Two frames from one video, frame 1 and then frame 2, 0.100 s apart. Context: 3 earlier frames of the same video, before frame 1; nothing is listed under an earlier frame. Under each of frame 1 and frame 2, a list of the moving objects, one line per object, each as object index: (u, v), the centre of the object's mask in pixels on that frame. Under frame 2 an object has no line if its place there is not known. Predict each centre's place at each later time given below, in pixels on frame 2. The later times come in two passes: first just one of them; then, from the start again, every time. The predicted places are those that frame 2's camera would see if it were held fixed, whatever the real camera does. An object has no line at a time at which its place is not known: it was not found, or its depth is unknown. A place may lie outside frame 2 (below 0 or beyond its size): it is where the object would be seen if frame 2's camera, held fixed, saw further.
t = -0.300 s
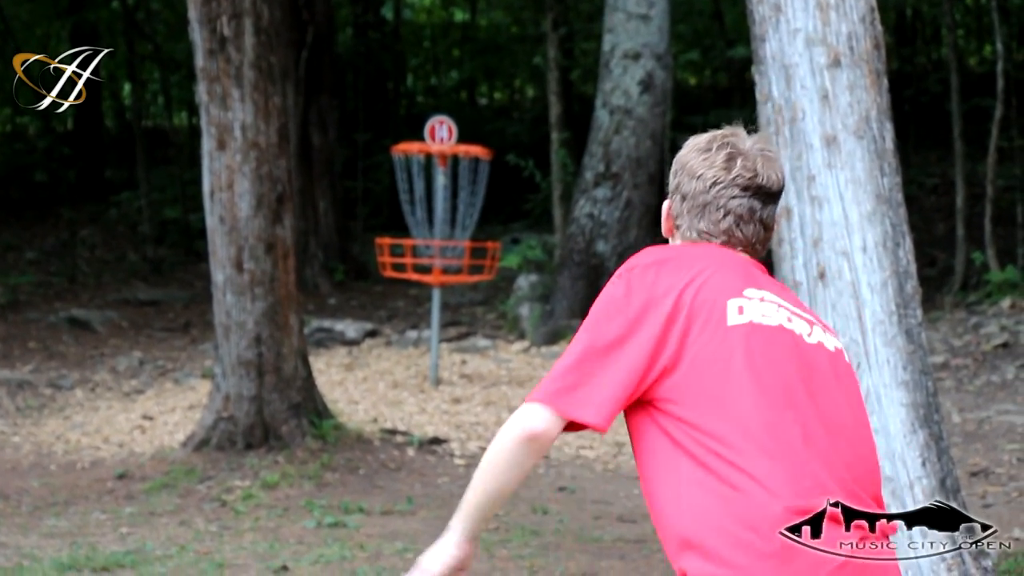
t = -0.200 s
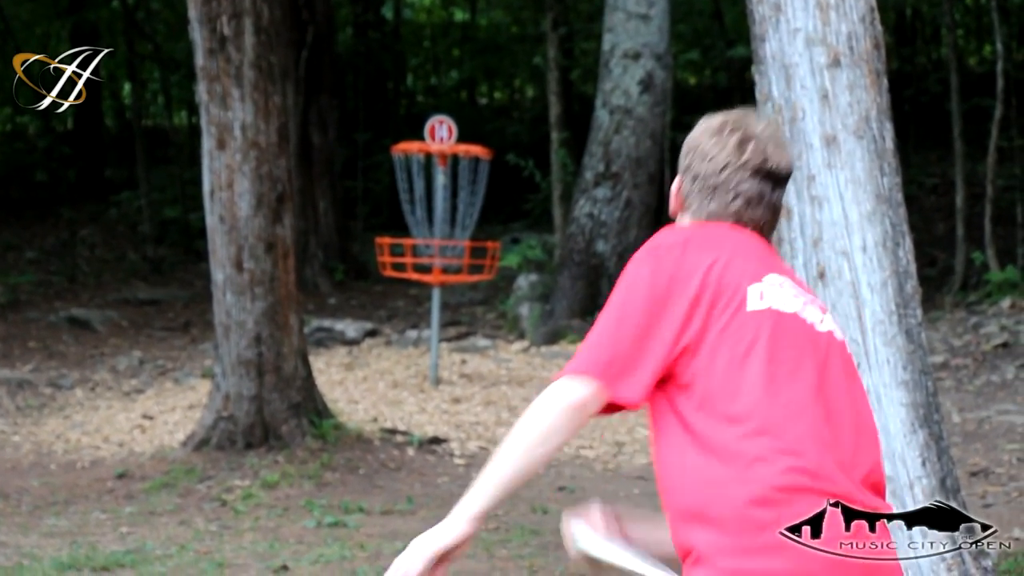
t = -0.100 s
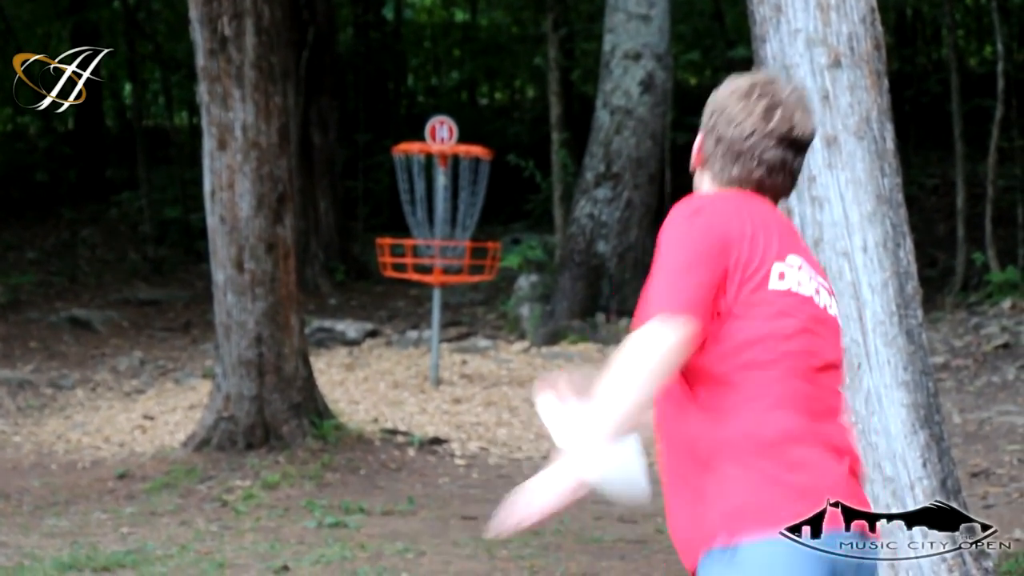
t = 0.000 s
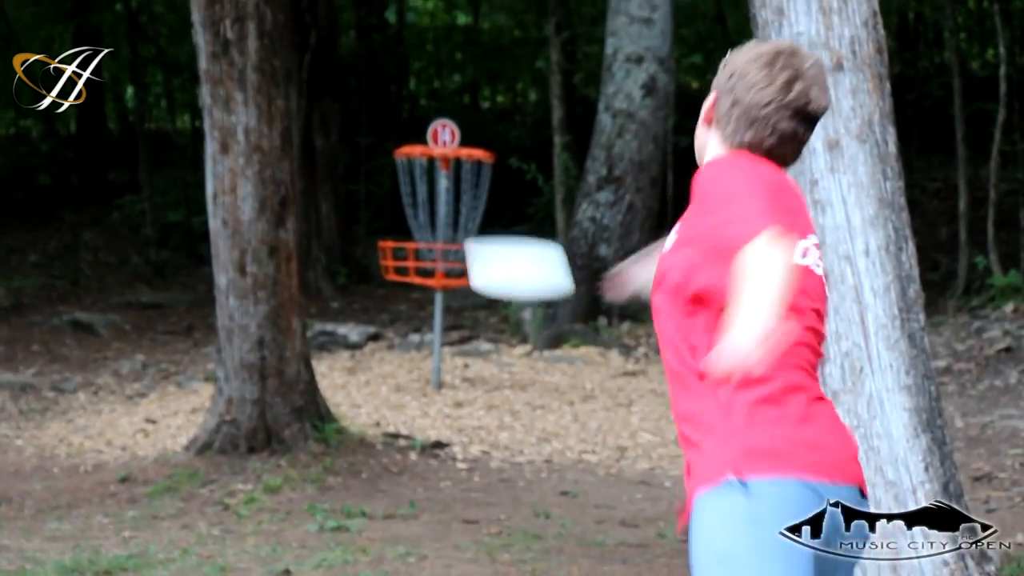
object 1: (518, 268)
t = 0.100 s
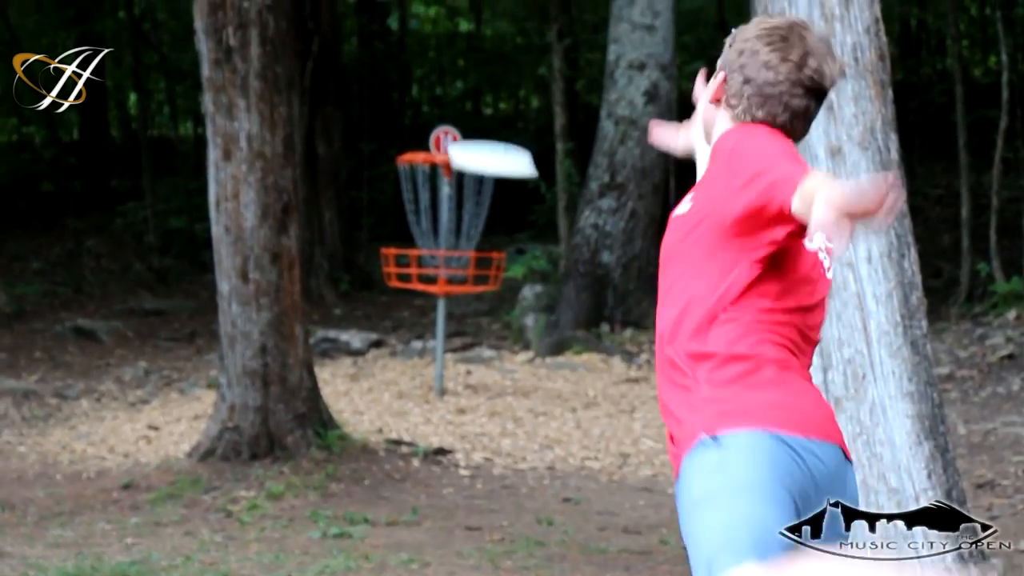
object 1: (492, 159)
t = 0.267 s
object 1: (460, 92)
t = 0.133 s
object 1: (484, 140)
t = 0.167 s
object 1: (478, 120)
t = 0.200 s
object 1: (470, 109)
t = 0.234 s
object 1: (466, 98)
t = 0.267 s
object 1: (460, 92)
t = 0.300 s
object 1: (456, 87)
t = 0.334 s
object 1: (452, 85)
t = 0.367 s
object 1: (448, 84)
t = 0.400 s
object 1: (446, 84)
